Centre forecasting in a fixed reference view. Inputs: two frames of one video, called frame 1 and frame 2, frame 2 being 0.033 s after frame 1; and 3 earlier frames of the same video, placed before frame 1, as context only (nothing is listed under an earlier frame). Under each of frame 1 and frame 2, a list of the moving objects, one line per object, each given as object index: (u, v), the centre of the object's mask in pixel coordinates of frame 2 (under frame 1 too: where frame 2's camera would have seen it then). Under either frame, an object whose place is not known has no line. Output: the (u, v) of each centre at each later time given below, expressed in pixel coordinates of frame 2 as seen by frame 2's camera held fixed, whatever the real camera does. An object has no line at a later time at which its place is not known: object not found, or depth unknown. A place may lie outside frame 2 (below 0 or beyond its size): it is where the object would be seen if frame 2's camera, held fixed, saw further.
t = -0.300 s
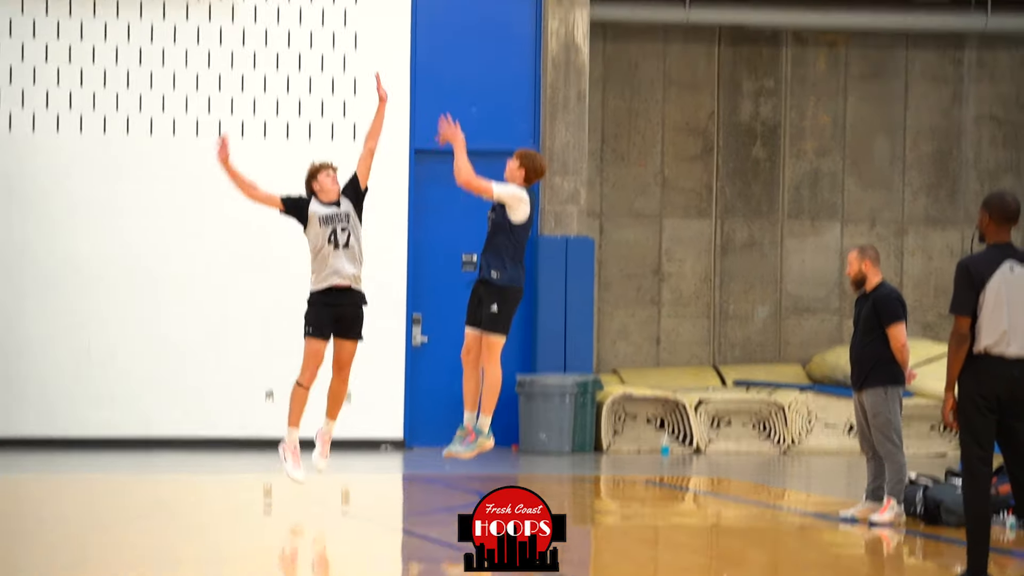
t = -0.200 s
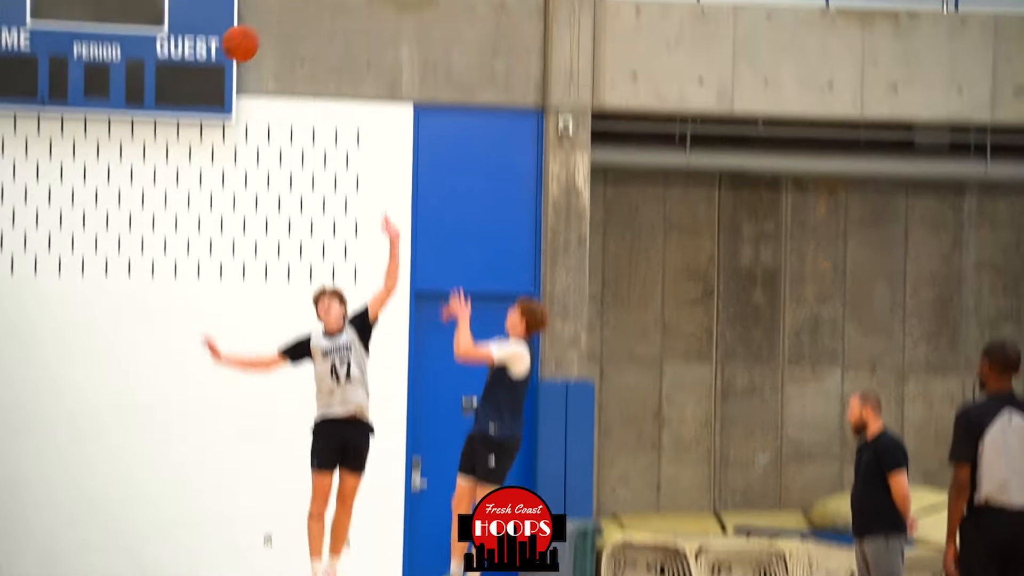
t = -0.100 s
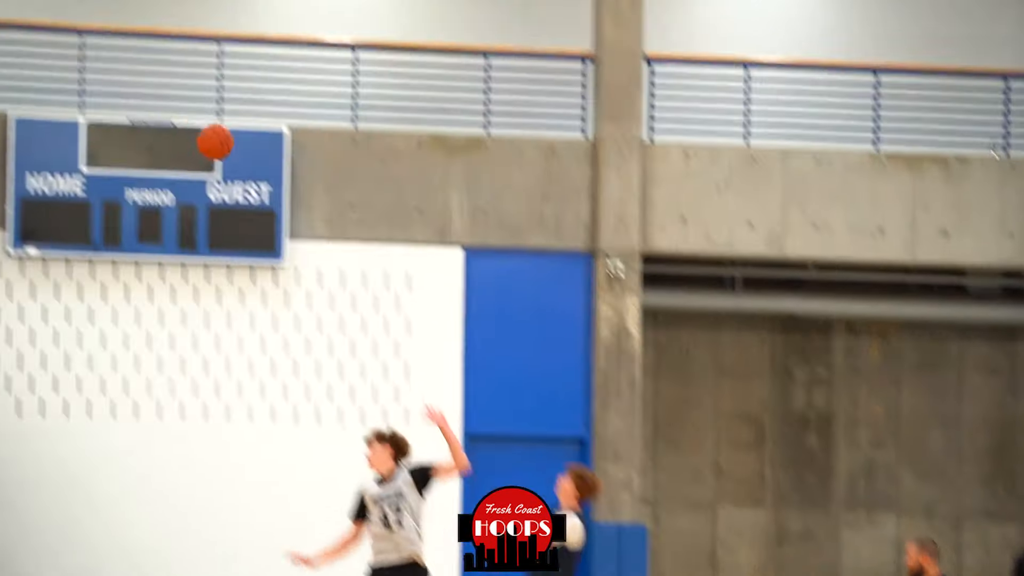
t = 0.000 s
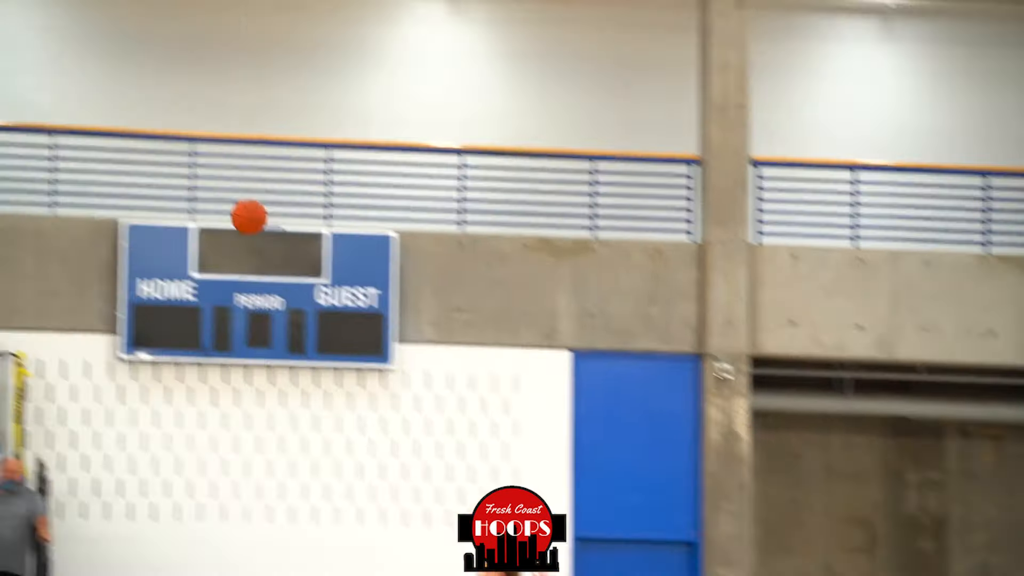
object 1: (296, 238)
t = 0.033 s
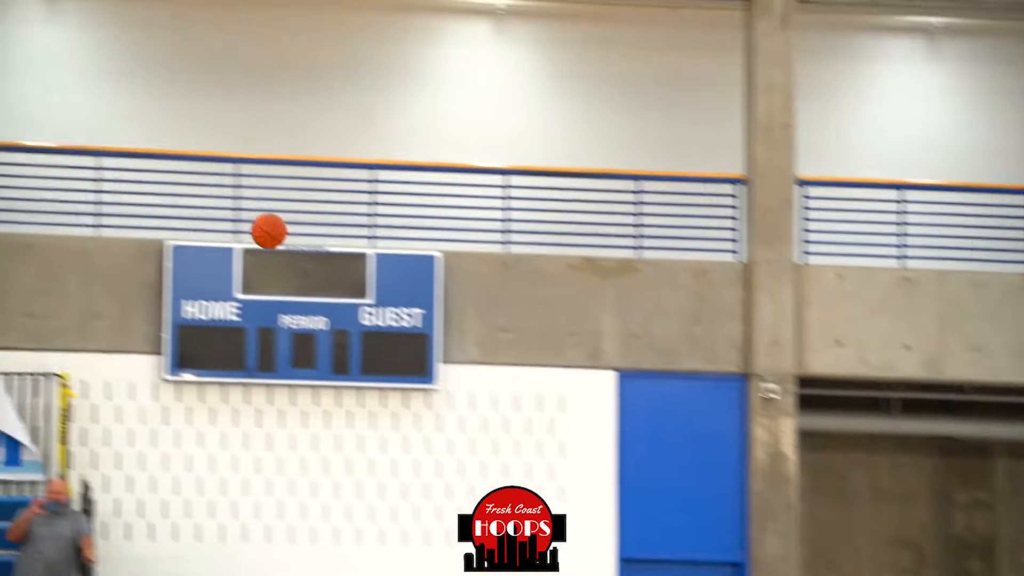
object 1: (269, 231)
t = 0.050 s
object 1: (256, 228)
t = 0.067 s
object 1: (244, 225)
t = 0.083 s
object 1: (231, 224)
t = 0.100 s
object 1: (218, 222)
